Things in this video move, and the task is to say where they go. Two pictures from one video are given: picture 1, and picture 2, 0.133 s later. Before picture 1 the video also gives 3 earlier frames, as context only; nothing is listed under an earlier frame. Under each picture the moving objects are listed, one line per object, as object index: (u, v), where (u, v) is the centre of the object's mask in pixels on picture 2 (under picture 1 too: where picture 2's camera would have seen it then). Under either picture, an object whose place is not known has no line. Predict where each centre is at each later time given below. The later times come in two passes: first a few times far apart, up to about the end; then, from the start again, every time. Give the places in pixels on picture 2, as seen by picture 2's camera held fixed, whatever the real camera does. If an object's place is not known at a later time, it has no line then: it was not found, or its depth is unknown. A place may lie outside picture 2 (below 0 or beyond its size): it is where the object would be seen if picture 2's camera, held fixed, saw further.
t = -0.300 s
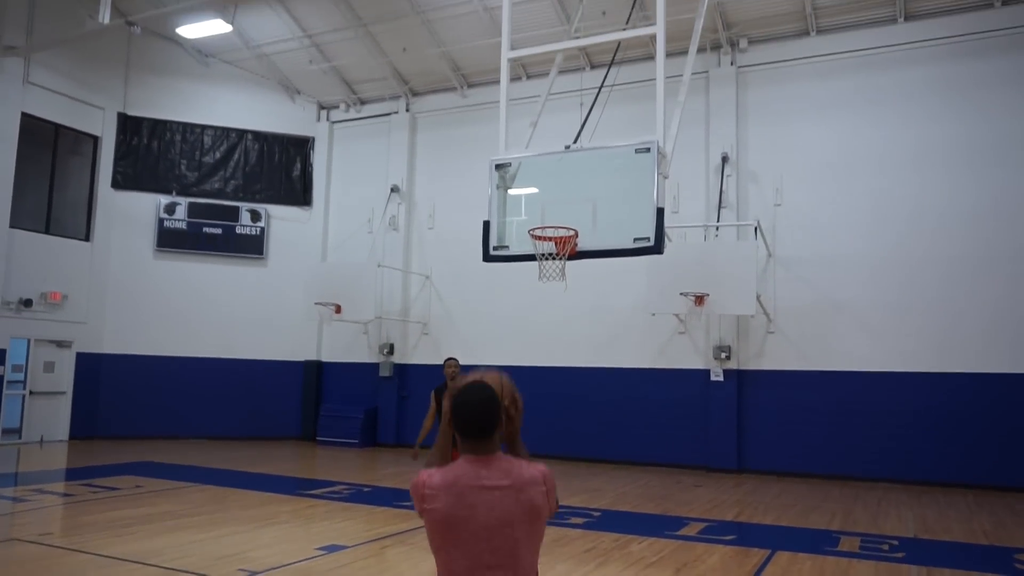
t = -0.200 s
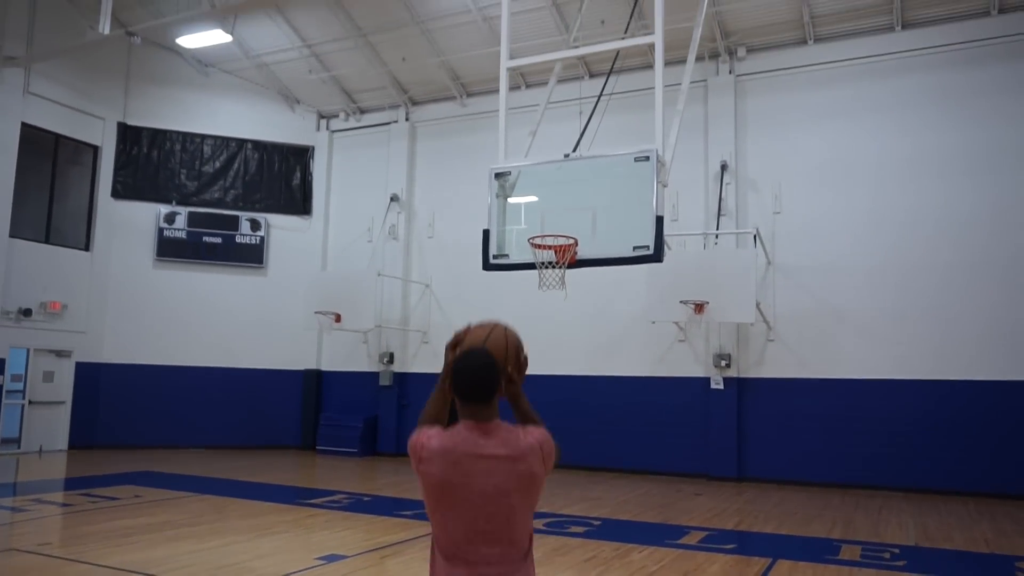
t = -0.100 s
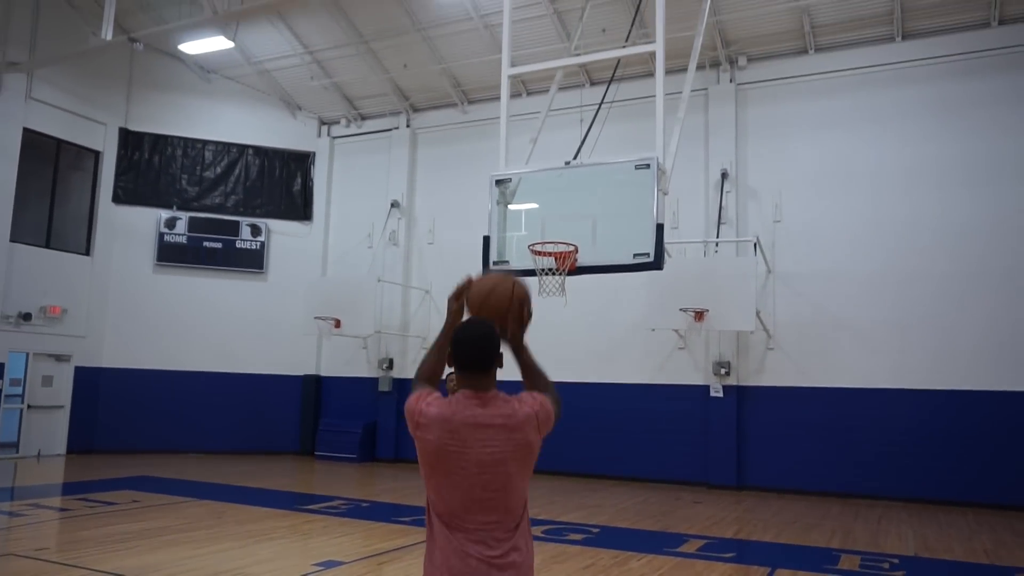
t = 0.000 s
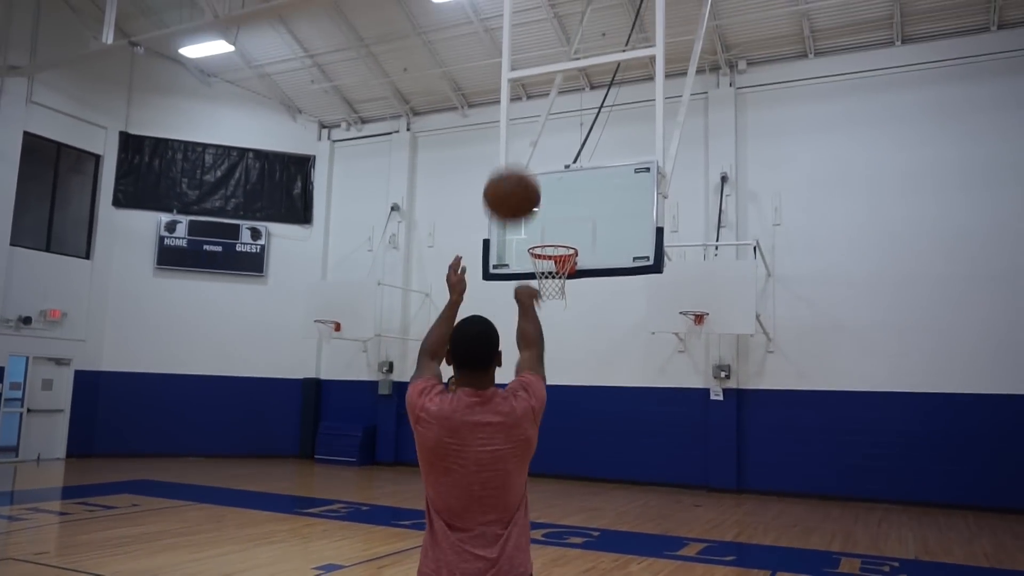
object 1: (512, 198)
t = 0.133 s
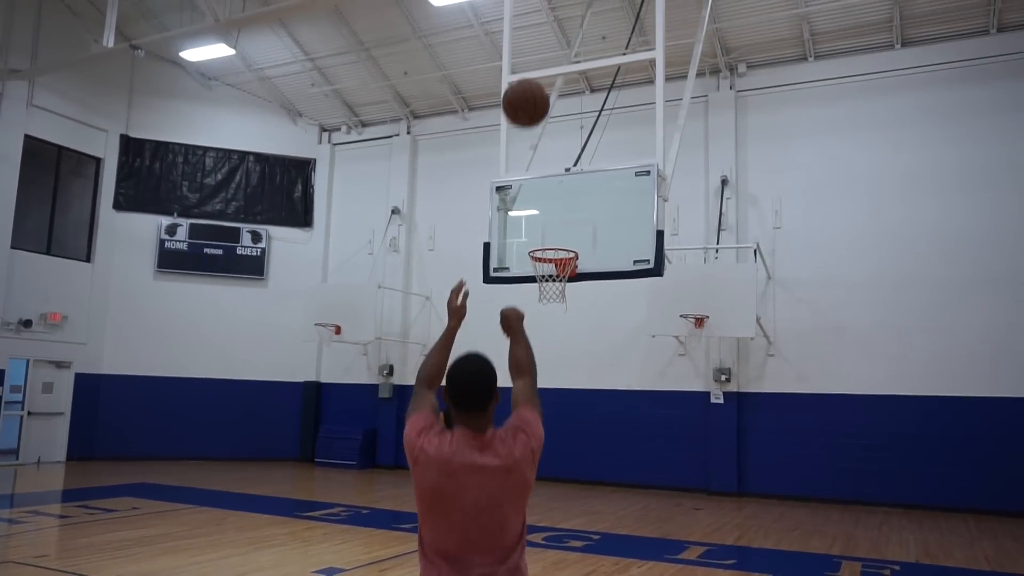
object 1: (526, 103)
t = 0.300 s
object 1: (535, 61)
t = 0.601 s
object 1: (544, 94)
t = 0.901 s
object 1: (548, 207)
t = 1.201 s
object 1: (555, 309)
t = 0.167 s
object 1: (528, 89)
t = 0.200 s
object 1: (530, 78)
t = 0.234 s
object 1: (532, 70)
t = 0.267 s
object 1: (534, 64)
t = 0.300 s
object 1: (535, 61)
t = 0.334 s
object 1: (536, 59)
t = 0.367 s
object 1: (538, 58)
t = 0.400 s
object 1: (539, 60)
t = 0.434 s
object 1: (540, 63)
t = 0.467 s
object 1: (541, 67)
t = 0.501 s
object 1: (542, 72)
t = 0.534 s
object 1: (543, 78)
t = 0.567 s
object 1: (543, 86)
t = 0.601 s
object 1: (544, 94)
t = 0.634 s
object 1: (545, 104)
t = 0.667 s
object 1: (546, 114)
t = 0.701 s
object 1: (546, 126)
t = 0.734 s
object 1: (547, 137)
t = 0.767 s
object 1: (547, 149)
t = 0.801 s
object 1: (547, 163)
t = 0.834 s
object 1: (548, 177)
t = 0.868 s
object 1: (548, 192)
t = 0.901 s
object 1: (548, 207)
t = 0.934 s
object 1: (548, 223)
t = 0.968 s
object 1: (549, 238)
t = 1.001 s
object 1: (549, 251)
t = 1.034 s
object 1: (550, 264)
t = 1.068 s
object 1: (549, 275)
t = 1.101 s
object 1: (551, 285)
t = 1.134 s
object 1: (553, 292)
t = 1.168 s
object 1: (554, 300)
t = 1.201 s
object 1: (555, 309)
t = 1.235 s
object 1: (556, 320)
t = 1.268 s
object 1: (557, 332)
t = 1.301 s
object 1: (557, 345)
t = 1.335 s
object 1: (559, 358)
